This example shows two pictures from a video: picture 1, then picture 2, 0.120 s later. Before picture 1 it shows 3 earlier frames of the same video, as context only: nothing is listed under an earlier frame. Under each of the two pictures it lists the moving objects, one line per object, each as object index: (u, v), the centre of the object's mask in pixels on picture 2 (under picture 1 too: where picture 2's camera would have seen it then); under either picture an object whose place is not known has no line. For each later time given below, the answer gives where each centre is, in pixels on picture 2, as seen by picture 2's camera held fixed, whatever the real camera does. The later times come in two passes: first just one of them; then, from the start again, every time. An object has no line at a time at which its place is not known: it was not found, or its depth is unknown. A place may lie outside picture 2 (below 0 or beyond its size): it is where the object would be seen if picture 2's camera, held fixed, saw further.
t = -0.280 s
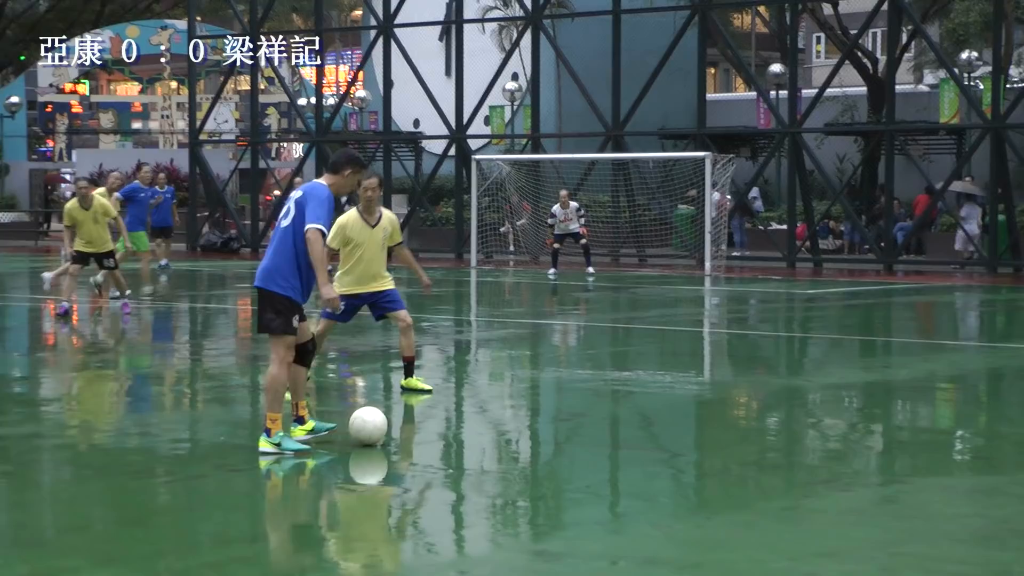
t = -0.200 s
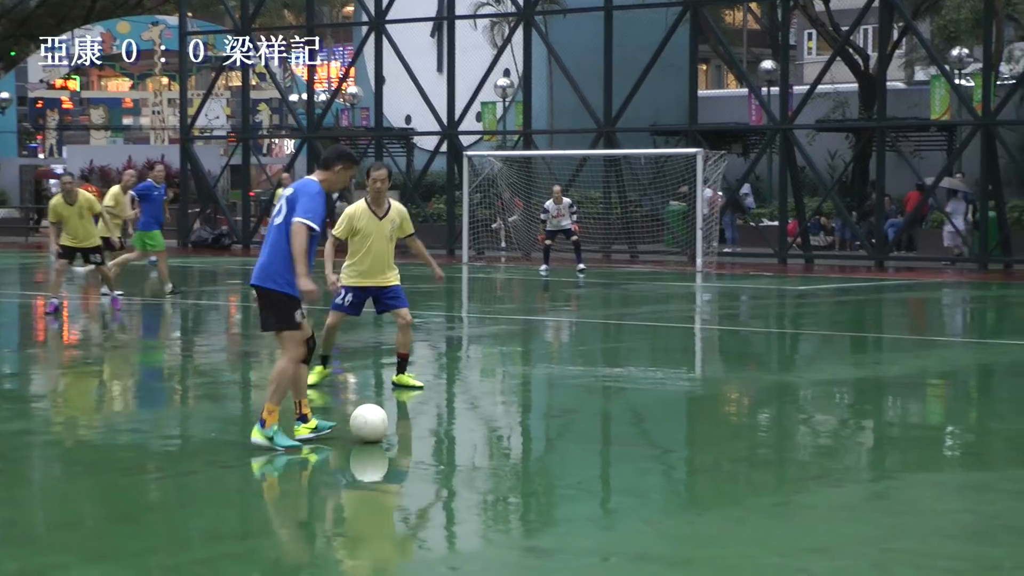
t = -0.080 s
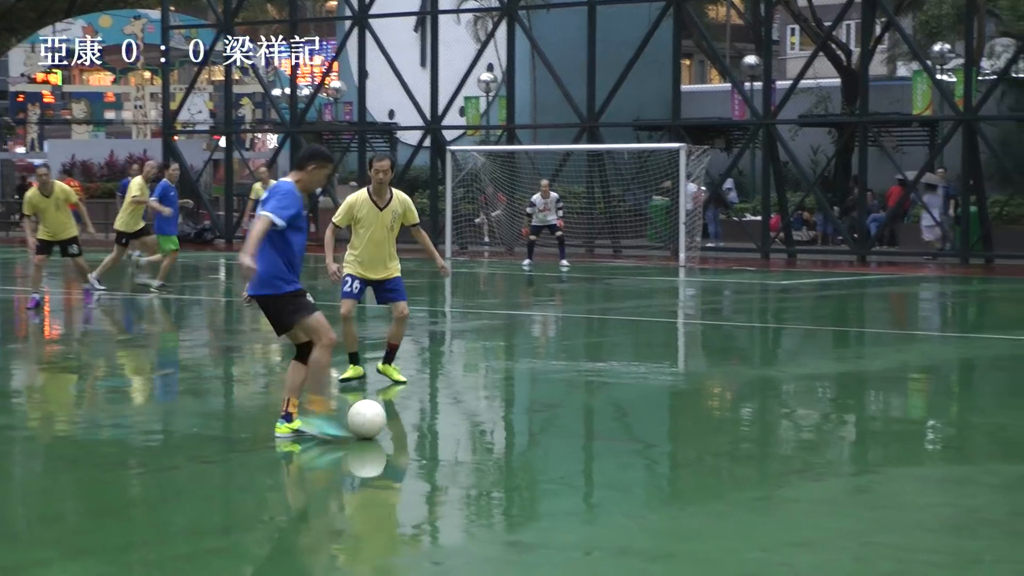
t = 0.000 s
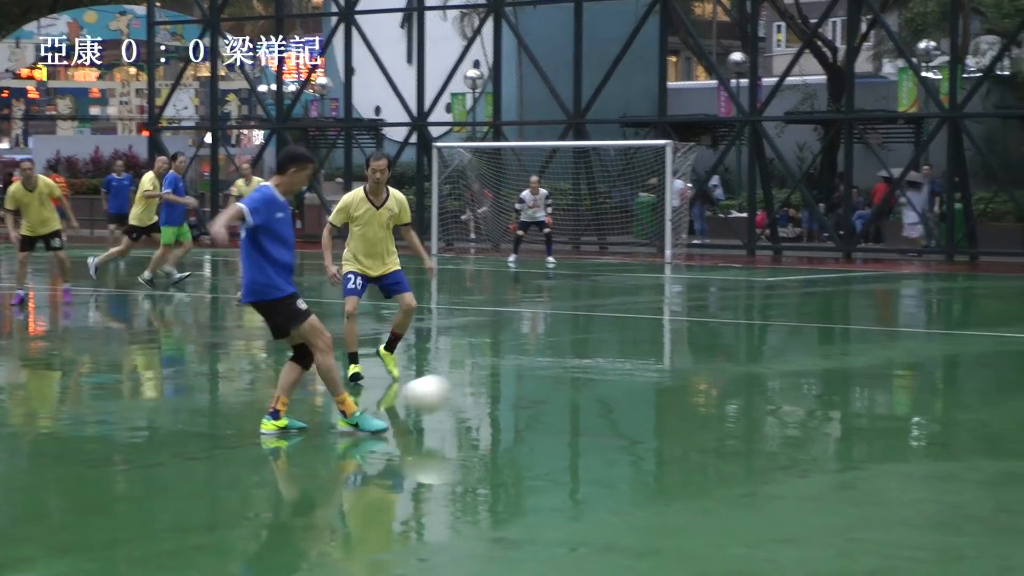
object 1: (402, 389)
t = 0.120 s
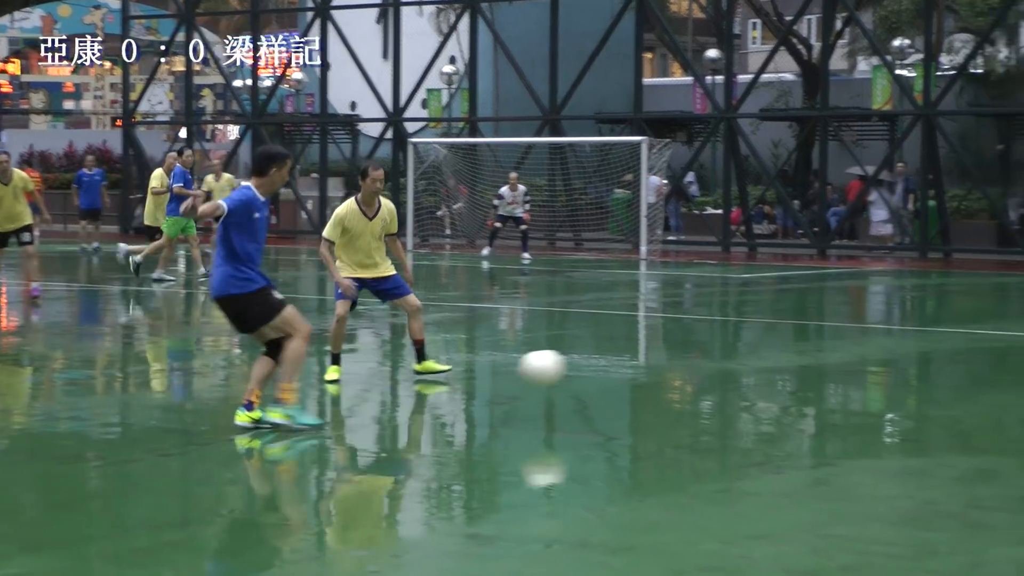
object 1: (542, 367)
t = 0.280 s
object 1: (714, 373)
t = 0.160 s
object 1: (587, 364)
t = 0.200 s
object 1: (631, 365)
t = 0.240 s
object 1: (673, 369)
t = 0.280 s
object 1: (714, 373)
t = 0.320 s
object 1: (754, 380)
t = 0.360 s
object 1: (789, 379)
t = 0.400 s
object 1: (818, 370)
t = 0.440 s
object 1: (846, 363)
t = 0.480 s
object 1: (875, 359)
